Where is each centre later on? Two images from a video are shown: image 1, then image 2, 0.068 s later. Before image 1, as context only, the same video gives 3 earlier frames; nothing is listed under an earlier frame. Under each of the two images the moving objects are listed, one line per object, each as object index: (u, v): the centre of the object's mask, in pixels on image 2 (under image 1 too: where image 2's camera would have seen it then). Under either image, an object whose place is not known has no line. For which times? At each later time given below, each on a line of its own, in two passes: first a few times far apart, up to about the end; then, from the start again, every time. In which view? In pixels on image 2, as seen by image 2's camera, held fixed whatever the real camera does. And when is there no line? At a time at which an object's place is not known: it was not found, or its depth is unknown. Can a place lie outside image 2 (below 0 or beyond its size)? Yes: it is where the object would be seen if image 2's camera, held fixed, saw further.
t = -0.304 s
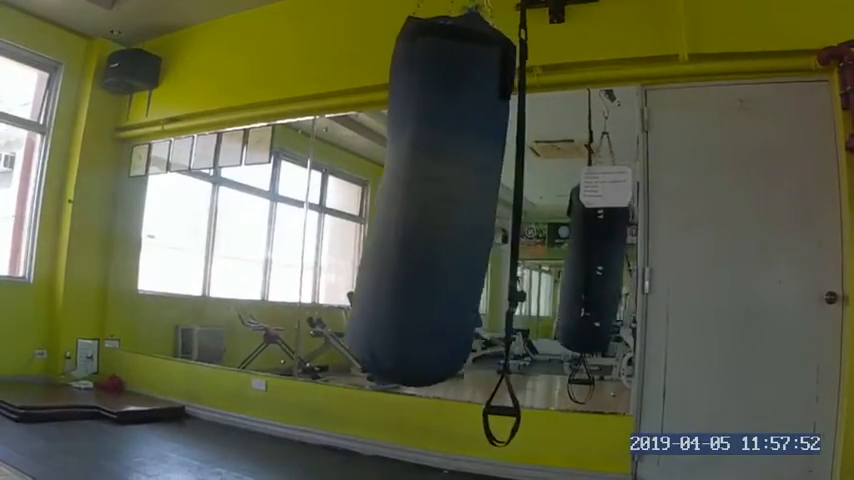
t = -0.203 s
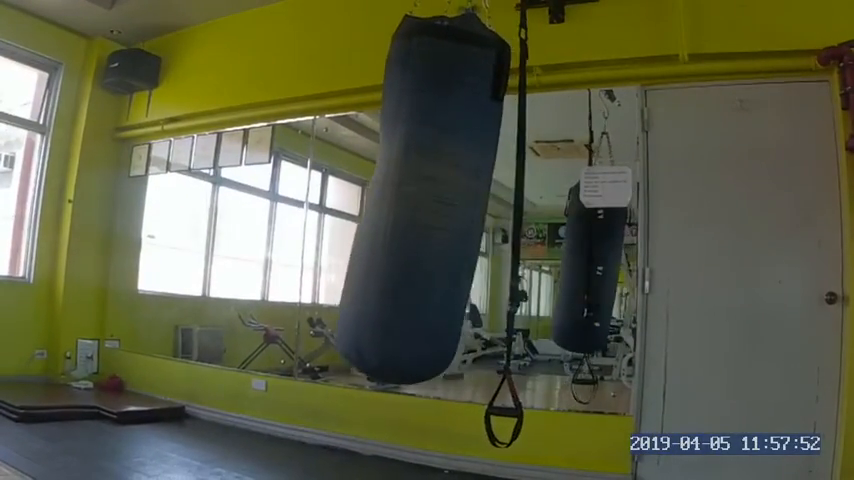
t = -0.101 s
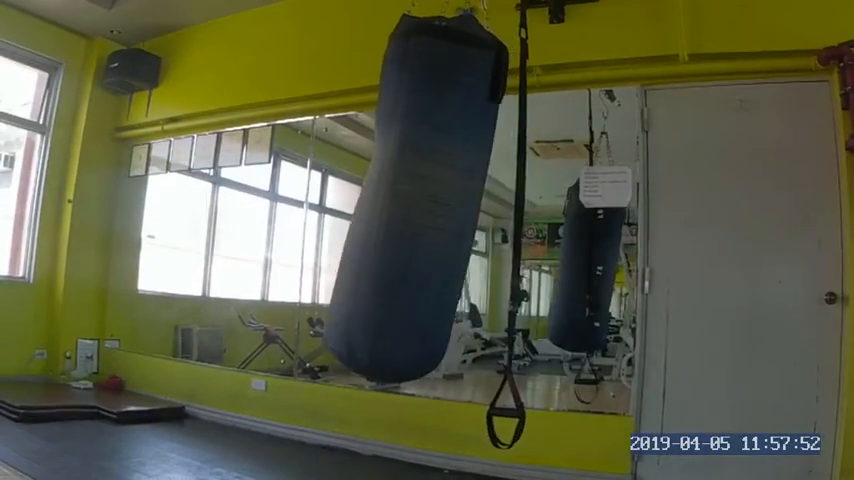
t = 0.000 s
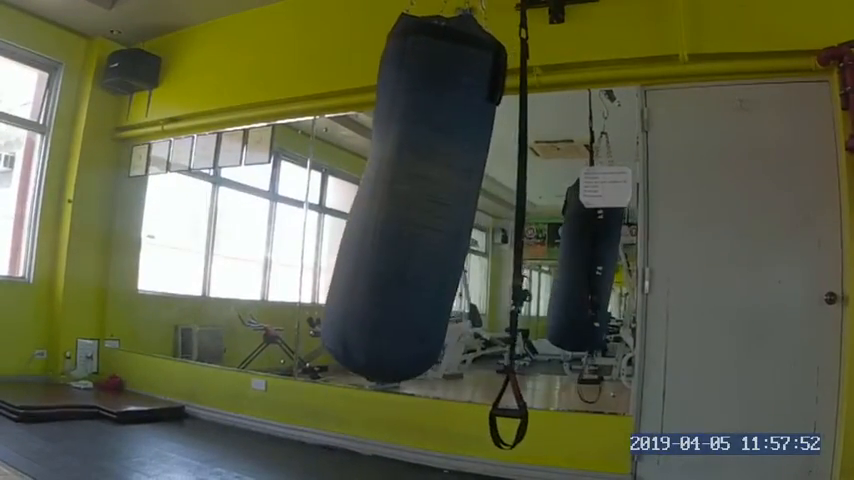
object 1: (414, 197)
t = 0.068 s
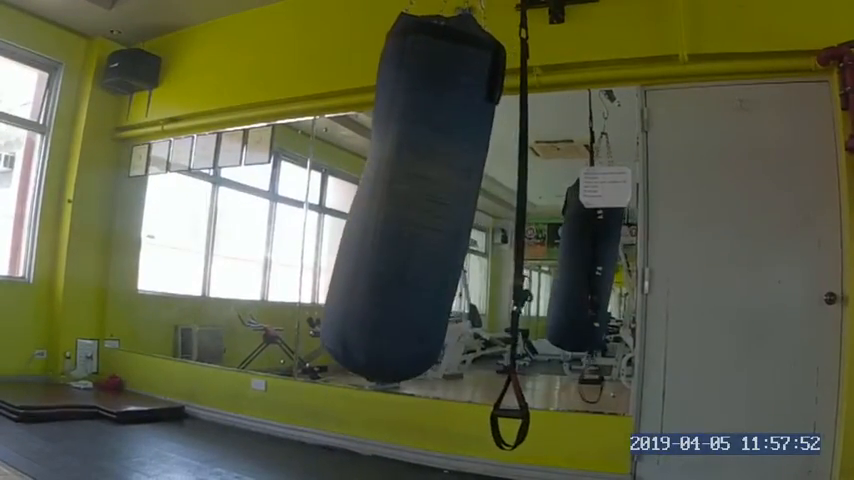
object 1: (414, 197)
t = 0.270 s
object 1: (422, 199)
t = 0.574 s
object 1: (453, 202)
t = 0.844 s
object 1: (486, 201)
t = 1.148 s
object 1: (506, 199)
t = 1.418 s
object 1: (497, 201)
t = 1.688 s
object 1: (469, 202)
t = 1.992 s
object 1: (434, 199)
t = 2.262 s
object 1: (416, 196)
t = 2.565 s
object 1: (423, 198)
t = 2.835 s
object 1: (449, 202)
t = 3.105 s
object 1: (483, 200)
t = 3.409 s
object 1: (504, 201)
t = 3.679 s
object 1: (498, 202)
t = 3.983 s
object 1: (467, 203)
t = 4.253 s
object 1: (436, 201)
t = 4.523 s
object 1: (418, 198)
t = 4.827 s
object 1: (422, 198)
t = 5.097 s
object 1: (448, 201)
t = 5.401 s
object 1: (483, 201)
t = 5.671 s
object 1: (502, 201)
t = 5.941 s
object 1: (497, 201)
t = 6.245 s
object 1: (469, 203)
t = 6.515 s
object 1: (440, 201)
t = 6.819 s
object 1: (420, 197)
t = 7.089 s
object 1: (424, 198)
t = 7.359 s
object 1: (446, 202)
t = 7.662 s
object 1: (480, 203)
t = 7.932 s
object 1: (498, 201)
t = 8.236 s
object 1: (496, 202)
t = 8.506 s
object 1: (474, 205)
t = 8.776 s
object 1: (447, 200)
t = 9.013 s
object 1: (428, 197)
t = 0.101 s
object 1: (414, 197)
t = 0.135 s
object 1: (415, 197)
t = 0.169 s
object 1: (416, 198)
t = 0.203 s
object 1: (418, 198)
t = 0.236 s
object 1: (420, 198)
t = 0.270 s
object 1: (422, 199)
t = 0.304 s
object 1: (425, 199)
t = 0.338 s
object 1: (427, 199)
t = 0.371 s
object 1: (430, 199)
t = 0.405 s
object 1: (433, 200)
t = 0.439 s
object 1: (437, 200)
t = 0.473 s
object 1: (440, 200)
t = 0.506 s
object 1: (444, 201)
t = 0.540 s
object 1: (448, 202)
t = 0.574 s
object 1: (453, 202)
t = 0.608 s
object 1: (457, 202)
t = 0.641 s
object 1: (462, 201)
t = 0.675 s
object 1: (466, 202)
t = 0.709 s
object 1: (470, 202)
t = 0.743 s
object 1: (475, 201)
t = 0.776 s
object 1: (479, 201)
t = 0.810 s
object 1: (482, 201)
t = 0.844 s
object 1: (486, 201)
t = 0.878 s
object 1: (489, 201)
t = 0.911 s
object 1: (493, 200)
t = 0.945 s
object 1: (496, 200)
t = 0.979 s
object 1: (498, 200)
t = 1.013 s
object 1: (501, 201)
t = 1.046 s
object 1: (503, 200)
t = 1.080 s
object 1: (505, 200)
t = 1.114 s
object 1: (506, 200)
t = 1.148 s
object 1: (506, 199)
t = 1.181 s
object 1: (506, 199)
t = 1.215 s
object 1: (506, 200)
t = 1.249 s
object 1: (505, 201)
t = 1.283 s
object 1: (505, 200)
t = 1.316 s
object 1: (504, 200)
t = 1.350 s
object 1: (502, 202)
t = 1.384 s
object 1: (499, 201)
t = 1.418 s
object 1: (497, 201)
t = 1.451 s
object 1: (494, 201)
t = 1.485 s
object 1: (492, 201)
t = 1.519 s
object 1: (488, 201)
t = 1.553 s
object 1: (485, 201)
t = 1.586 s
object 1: (481, 202)
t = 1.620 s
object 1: (477, 201)
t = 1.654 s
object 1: (473, 201)
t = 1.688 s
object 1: (469, 202)
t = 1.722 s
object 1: (465, 202)
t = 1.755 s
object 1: (461, 202)
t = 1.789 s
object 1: (457, 202)
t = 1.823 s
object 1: (453, 202)
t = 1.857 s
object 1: (449, 201)
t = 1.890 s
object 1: (445, 201)
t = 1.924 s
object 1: (440, 201)
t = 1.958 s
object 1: (438, 199)
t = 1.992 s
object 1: (434, 199)
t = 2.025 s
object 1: (430, 199)
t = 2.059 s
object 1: (427, 199)
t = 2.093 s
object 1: (425, 198)
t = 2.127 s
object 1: (423, 198)
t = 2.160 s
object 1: (420, 197)
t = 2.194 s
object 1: (419, 197)
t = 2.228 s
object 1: (417, 197)
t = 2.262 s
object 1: (416, 196)
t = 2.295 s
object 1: (416, 196)
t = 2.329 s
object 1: (416, 197)
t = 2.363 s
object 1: (416, 196)
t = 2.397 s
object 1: (416, 196)
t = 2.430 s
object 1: (417, 196)
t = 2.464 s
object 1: (418, 197)
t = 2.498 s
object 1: (419, 197)
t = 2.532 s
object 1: (421, 197)
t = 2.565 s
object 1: (423, 198)
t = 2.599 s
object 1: (425, 198)
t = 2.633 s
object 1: (428, 199)
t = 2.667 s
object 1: (432, 199)
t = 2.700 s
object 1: (435, 199)
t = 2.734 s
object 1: (438, 200)
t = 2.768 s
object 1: (442, 200)
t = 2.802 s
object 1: (446, 201)
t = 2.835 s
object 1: (449, 202)
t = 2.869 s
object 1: (454, 202)
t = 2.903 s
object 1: (458, 200)
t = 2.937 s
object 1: (462, 201)
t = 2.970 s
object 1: (466, 201)
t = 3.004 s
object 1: (471, 201)
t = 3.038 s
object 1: (475, 202)
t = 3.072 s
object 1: (479, 201)
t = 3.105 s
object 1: (483, 200)
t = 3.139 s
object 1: (486, 201)
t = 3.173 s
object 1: (490, 202)
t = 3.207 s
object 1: (493, 201)
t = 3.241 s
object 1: (496, 201)
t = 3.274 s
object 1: (498, 201)
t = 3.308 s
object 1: (500, 201)
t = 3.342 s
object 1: (502, 201)
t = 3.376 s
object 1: (503, 201)
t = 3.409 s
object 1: (504, 201)
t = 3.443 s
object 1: (504, 201)
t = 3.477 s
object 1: (505, 202)
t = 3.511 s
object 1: (505, 202)
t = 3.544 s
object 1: (504, 202)
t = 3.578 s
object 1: (503, 202)
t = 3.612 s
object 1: (502, 202)
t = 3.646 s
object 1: (500, 202)
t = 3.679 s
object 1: (498, 202)
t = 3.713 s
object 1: (495, 202)
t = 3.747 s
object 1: (492, 201)
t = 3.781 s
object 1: (489, 202)
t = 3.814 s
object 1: (486, 202)
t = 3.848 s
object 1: (483, 203)
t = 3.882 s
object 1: (479, 202)
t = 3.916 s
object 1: (475, 203)
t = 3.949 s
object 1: (471, 203)
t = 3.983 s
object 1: (467, 203)
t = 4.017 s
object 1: (462, 202)
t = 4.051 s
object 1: (458, 203)
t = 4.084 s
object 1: (455, 202)
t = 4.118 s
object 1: (452, 202)
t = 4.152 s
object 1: (448, 201)
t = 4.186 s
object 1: (444, 201)
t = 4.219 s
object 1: (439, 201)
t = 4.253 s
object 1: (436, 201)
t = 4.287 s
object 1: (433, 200)
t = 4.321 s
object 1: (430, 199)
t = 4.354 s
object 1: (427, 199)
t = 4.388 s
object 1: (425, 199)
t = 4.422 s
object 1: (422, 199)
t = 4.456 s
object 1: (420, 199)
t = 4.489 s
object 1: (419, 198)
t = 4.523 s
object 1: (418, 198)
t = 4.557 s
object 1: (417, 198)
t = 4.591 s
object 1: (417, 198)
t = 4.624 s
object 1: (417, 198)
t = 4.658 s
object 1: (417, 198)
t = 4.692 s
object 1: (417, 198)
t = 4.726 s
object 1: (417, 198)
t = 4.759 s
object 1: (418, 198)
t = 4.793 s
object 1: (421, 198)
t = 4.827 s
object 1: (422, 198)
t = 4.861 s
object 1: (425, 199)
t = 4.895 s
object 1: (427, 200)
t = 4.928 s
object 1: (430, 200)
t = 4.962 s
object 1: (433, 200)
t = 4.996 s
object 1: (436, 201)
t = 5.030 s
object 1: (440, 201)
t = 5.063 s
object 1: (443, 201)
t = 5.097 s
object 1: (448, 201)
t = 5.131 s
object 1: (452, 200)
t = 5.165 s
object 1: (456, 201)
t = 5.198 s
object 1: (459, 202)
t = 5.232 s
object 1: (464, 202)
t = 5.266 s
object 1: (467, 202)
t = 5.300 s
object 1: (472, 201)
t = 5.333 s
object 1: (476, 201)
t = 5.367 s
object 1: (480, 202)
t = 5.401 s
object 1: (483, 201)
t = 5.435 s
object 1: (486, 201)
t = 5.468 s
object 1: (489, 201)
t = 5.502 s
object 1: (493, 201)
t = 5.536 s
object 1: (495, 200)
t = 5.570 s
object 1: (498, 201)
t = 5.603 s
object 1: (499, 201)
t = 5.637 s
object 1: (501, 201)
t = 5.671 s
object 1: (502, 201)
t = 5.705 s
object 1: (503, 201)
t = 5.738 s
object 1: (503, 201)
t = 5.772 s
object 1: (504, 201)
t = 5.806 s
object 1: (503, 201)
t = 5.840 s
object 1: (502, 201)
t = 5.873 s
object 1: (501, 201)
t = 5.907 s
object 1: (499, 202)
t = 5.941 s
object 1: (497, 201)
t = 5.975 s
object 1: (495, 202)
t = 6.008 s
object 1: (493, 202)
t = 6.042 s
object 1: (490, 202)
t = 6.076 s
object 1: (487, 203)
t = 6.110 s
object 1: (484, 203)
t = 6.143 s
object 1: (480, 202)
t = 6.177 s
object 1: (477, 202)
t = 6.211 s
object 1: (473, 203)
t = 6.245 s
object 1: (469, 203)
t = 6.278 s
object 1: (465, 204)
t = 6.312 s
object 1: (461, 203)
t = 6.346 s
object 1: (459, 202)
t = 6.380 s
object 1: (456, 201)
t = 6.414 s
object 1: (451, 202)
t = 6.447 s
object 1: (446, 203)
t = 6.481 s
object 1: (443, 202)
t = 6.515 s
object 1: (440, 201)
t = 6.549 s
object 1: (435, 201)
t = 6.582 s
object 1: (433, 200)
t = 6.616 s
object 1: (430, 200)
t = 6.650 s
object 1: (428, 199)
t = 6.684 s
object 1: (426, 198)
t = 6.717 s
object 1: (423, 198)
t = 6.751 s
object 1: (422, 198)
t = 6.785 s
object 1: (421, 198)
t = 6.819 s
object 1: (420, 197)
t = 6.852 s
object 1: (419, 197)
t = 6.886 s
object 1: (418, 197)
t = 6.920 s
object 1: (419, 197)
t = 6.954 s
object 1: (419, 197)
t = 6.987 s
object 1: (420, 197)
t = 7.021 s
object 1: (420, 198)
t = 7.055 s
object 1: (422, 198)
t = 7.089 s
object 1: (424, 198)
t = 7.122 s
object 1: (427, 198)
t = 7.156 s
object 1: (429, 198)
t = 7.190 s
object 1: (432, 199)
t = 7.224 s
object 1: (434, 199)
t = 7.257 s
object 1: (437, 199)
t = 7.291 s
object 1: (440, 201)
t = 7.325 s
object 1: (443, 201)
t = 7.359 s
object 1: (446, 202)
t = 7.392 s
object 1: (451, 201)
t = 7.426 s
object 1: (455, 201)
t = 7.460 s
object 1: (457, 202)
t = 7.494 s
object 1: (462, 201)
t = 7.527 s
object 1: (466, 202)
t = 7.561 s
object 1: (470, 202)
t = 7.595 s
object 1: (474, 202)
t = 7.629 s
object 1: (478, 201)
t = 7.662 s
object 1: (480, 203)
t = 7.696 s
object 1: (483, 202)
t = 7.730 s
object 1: (485, 202)
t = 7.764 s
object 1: (489, 202)
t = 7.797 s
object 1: (492, 202)
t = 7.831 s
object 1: (494, 202)
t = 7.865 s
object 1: (496, 202)
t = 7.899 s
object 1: (497, 201)
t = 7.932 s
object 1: (498, 201)
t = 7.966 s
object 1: (498, 201)
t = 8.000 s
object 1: (498, 202)
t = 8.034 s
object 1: (498, 201)
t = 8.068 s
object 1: (499, 202)
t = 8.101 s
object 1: (499, 202)
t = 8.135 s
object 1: (499, 202)
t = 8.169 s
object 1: (498, 201)
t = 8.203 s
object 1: (497, 202)
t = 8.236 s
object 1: (496, 202)
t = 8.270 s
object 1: (494, 202)
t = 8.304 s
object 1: (492, 202)
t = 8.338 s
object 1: (489, 201)
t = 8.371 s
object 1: (486, 202)
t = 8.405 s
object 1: (483, 202)
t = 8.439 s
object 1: (480, 204)
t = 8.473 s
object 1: (477, 204)
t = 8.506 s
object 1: (474, 205)
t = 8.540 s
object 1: (470, 203)
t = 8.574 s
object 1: (467, 202)
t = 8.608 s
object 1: (464, 201)
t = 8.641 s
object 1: (461, 200)
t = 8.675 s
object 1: (456, 201)
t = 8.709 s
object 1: (453, 201)
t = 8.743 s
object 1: (450, 201)
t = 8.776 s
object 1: (447, 200)
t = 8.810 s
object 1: (443, 200)
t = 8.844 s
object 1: (441, 199)
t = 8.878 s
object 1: (437, 198)
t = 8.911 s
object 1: (435, 198)
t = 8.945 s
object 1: (432, 198)
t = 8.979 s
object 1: (430, 198)
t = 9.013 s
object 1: (428, 197)
